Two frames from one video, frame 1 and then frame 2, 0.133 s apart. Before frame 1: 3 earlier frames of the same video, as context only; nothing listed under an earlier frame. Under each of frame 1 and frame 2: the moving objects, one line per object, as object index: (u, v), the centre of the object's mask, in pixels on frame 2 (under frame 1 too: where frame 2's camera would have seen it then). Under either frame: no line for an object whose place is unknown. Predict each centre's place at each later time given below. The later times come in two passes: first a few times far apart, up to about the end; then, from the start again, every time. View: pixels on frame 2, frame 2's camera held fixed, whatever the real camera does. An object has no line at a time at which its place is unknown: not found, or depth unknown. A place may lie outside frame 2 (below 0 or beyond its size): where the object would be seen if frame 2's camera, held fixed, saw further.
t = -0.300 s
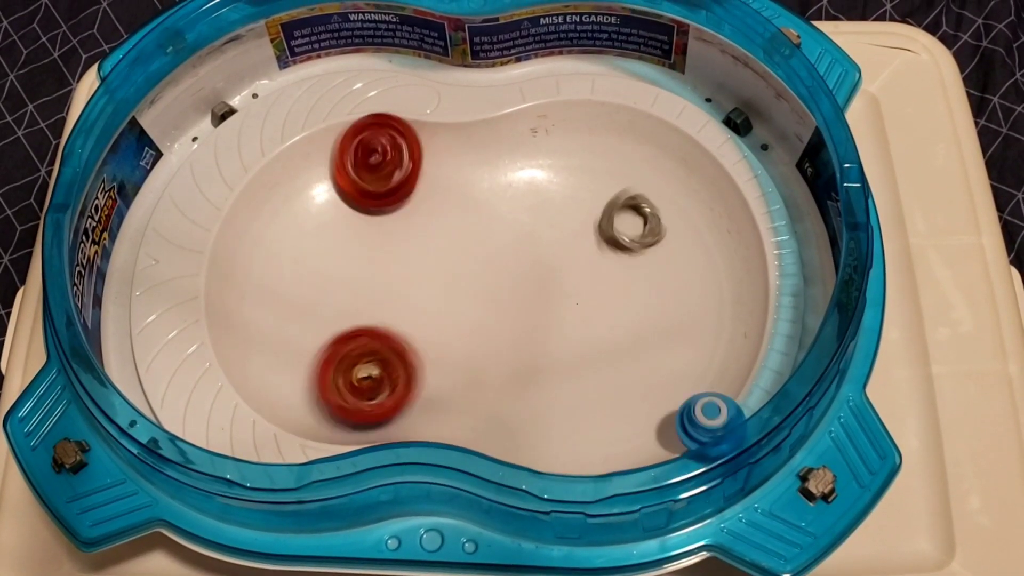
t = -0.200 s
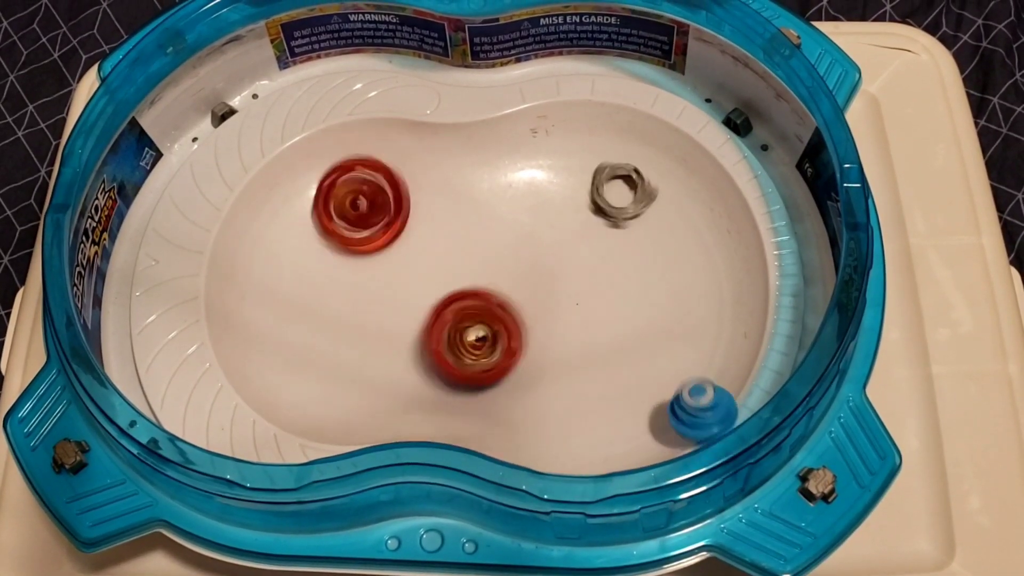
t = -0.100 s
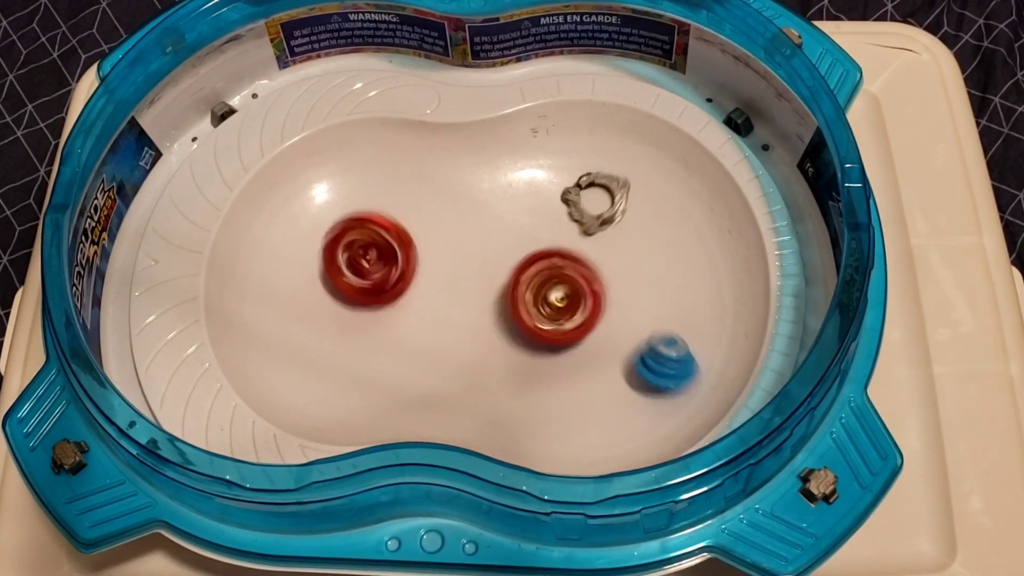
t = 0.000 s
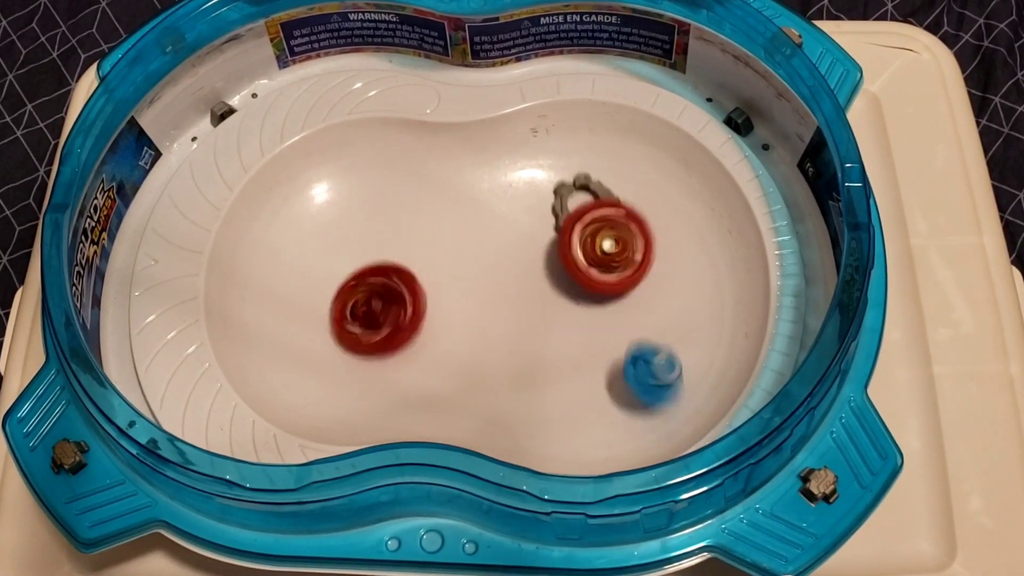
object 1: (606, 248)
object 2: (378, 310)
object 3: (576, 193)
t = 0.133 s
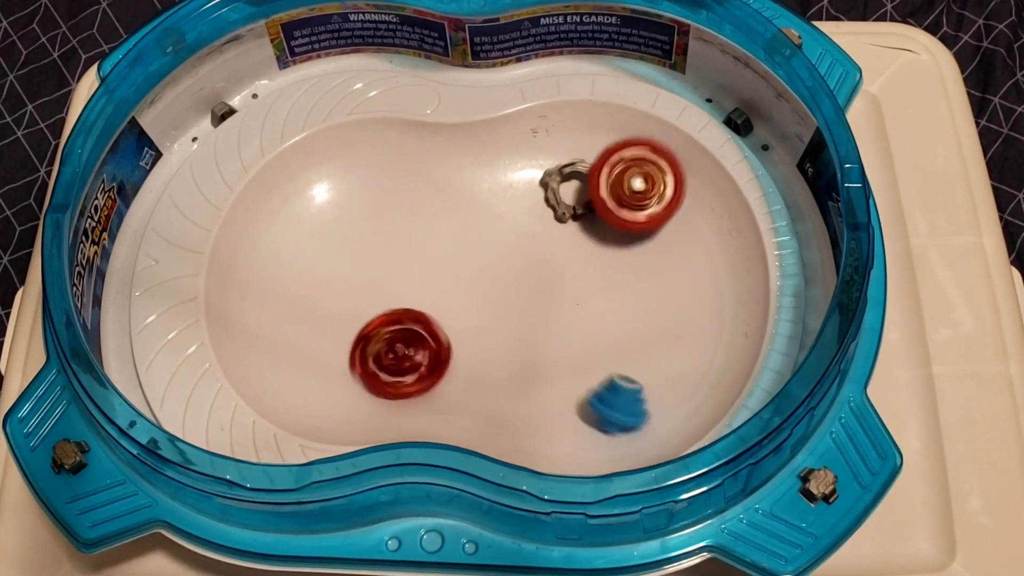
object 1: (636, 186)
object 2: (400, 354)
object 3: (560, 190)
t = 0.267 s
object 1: (616, 149)
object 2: (430, 344)
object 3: (569, 210)
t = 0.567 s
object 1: (577, 267)
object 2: (432, 343)
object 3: (527, 313)
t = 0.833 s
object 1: (626, 367)
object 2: (424, 341)
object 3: (503, 323)
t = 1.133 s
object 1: (601, 339)
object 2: (425, 341)
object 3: (503, 323)
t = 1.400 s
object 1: (537, 263)
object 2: (420, 341)
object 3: (479, 311)
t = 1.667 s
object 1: (516, 212)
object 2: (420, 342)
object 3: (485, 297)
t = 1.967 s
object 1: (550, 279)
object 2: (413, 346)
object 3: (474, 296)
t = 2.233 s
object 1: (635, 341)
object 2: (413, 346)
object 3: (476, 296)
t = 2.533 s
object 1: (621, 313)
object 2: (413, 346)
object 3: (476, 296)
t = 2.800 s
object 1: (533, 258)
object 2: (414, 346)
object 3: (474, 298)
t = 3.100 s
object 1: (452, 211)
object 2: (413, 346)
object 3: (476, 296)
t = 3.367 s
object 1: (418, 209)
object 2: (412, 350)
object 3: (475, 297)
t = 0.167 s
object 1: (638, 173)
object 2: (408, 356)
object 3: (563, 202)
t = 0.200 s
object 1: (635, 161)
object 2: (416, 353)
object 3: (568, 199)
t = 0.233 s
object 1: (627, 154)
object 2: (423, 348)
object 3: (569, 205)
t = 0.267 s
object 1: (616, 149)
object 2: (430, 344)
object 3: (569, 210)
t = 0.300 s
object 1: (604, 150)
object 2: (432, 343)
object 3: (571, 217)
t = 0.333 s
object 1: (594, 158)
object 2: (432, 343)
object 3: (571, 223)
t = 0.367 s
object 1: (586, 169)
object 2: (431, 342)
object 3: (565, 235)
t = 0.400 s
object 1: (583, 180)
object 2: (432, 342)
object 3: (559, 246)
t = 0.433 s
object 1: (579, 195)
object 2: (432, 342)
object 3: (551, 261)
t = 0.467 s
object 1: (577, 212)
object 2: (432, 343)
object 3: (545, 275)
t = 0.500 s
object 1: (576, 229)
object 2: (432, 342)
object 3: (540, 292)
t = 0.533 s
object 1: (575, 248)
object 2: (432, 342)
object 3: (535, 300)
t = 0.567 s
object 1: (577, 267)
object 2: (432, 343)
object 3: (527, 313)
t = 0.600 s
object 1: (579, 284)
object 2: (432, 343)
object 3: (521, 321)
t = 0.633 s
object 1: (589, 301)
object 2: (432, 342)
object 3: (514, 319)
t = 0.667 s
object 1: (595, 317)
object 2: (430, 342)
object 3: (506, 322)
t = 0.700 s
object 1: (602, 330)
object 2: (426, 342)
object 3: (502, 324)
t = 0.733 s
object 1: (609, 343)
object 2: (424, 341)
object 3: (502, 323)
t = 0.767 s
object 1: (615, 353)
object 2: (424, 341)
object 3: (503, 323)
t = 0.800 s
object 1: (622, 361)
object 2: (424, 341)
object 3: (503, 323)
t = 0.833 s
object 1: (626, 367)
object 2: (424, 341)
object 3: (503, 323)
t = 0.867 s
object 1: (630, 371)
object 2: (425, 341)
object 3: (503, 323)
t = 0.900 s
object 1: (633, 372)
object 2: (424, 341)
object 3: (503, 323)
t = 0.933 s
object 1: (633, 373)
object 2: (425, 341)
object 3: (503, 323)
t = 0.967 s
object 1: (634, 370)
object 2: (424, 341)
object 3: (503, 323)
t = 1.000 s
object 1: (632, 367)
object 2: (425, 341)
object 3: (503, 323)
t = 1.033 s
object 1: (625, 361)
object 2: (424, 341)
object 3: (503, 323)
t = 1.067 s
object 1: (620, 355)
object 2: (424, 341)
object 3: (503, 323)
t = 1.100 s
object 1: (611, 347)
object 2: (424, 341)
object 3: (503, 323)
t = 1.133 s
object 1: (601, 339)
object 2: (425, 341)
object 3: (503, 323)
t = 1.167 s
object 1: (590, 330)
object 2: (424, 341)
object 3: (503, 323)
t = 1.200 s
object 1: (580, 320)
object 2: (424, 341)
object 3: (501, 323)
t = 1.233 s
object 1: (568, 311)
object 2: (424, 341)
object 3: (499, 324)
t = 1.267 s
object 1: (559, 302)
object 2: (424, 341)
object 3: (494, 321)
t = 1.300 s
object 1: (550, 294)
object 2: (423, 341)
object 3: (488, 321)
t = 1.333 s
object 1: (545, 285)
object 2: (421, 341)
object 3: (481, 315)
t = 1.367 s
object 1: (540, 274)
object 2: (420, 341)
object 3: (479, 313)
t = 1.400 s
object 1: (537, 263)
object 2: (420, 341)
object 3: (479, 311)
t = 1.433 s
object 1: (536, 254)
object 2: (419, 341)
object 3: (483, 300)
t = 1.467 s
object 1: (533, 244)
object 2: (420, 342)
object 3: (484, 299)
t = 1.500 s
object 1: (531, 235)
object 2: (420, 342)
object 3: (485, 298)
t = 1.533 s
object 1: (527, 227)
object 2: (420, 342)
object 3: (485, 297)
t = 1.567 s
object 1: (524, 221)
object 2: (420, 342)
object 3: (485, 297)
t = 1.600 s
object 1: (522, 217)
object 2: (420, 342)
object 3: (485, 297)
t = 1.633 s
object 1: (518, 213)
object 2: (420, 342)
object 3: (485, 297)
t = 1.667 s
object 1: (516, 212)
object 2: (420, 342)
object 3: (485, 297)
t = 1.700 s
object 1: (513, 214)
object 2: (420, 342)
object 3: (485, 297)
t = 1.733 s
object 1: (513, 216)
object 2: (420, 342)
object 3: (485, 297)
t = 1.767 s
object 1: (513, 223)
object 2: (420, 342)
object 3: (485, 298)
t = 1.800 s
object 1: (512, 229)
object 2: (420, 342)
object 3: (485, 299)
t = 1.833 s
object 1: (514, 237)
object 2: (420, 342)
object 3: (483, 301)
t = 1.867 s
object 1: (518, 247)
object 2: (419, 342)
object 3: (478, 307)
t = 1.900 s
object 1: (531, 257)
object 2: (415, 346)
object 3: (473, 299)
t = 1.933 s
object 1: (539, 269)
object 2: (413, 346)
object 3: (471, 298)
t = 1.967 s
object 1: (550, 279)
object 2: (413, 346)
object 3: (474, 296)
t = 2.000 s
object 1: (561, 292)
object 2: (414, 346)
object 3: (475, 296)
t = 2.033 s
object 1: (572, 302)
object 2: (414, 346)
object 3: (475, 296)
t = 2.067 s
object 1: (585, 313)
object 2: (413, 346)
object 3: (475, 296)
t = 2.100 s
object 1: (595, 321)
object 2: (413, 346)
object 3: (476, 296)
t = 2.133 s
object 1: (607, 329)
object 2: (413, 346)
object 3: (476, 296)
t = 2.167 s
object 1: (618, 334)
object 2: (414, 346)
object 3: (476, 296)
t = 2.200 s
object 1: (626, 338)
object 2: (414, 346)
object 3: (476, 296)
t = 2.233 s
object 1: (635, 341)
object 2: (413, 346)
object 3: (476, 296)
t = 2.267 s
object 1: (640, 342)
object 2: (413, 346)
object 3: (476, 296)
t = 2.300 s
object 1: (646, 342)
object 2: (413, 346)
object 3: (476, 296)
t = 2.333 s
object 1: (648, 341)
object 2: (414, 346)
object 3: (476, 296)
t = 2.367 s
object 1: (649, 337)
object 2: (414, 346)
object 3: (476, 296)
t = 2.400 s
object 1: (648, 334)
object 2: (413, 346)
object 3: (476, 296)
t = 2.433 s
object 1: (642, 331)
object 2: (413, 346)
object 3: (476, 296)
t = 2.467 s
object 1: (638, 324)
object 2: (413, 346)
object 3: (476, 296)
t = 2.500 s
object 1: (630, 320)
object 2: (414, 346)
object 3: (476, 296)
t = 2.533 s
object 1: (621, 313)
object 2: (413, 346)
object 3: (476, 296)
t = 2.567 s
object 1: (610, 307)
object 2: (413, 346)
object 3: (476, 296)
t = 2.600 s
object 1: (599, 300)
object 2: (413, 346)
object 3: (476, 296)
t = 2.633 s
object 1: (587, 292)
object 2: (413, 346)
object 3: (476, 296)
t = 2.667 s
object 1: (576, 286)
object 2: (414, 347)
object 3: (476, 296)
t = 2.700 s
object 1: (564, 280)
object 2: (413, 346)
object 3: (476, 296)
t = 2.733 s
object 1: (553, 273)
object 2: (413, 346)
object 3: (476, 296)
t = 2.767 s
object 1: (543, 266)
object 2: (413, 346)
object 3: (476, 297)
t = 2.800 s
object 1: (533, 258)
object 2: (414, 346)
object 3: (474, 298)
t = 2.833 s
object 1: (525, 250)
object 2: (413, 346)
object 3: (475, 298)
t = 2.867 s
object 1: (515, 244)
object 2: (413, 346)
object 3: (474, 299)
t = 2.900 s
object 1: (506, 235)
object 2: (413, 346)
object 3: (475, 299)
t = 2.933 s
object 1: (496, 229)
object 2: (414, 346)
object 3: (476, 298)
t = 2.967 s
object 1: (488, 223)
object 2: (413, 346)
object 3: (476, 297)
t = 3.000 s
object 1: (478, 218)
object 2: (413, 346)
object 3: (476, 298)
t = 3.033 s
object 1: (470, 214)
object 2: (413, 346)
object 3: (476, 297)
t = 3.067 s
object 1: (460, 212)
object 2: (413, 346)
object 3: (476, 296)
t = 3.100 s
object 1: (452, 211)
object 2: (413, 346)
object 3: (476, 296)
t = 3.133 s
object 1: (444, 211)
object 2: (413, 346)
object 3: (476, 296)
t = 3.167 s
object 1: (439, 211)
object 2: (413, 347)
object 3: (476, 296)
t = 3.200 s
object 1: (435, 211)
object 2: (413, 349)
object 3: (476, 296)
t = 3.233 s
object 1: (431, 211)
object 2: (413, 349)
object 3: (475, 296)
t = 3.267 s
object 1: (427, 211)
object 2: (412, 349)
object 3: (475, 296)
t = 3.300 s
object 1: (424, 210)
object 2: (412, 350)
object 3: (475, 297)
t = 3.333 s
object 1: (421, 209)
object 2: (412, 350)
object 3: (475, 296)
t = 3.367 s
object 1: (418, 209)
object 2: (412, 350)
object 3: (475, 297)
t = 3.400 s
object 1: (416, 211)
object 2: (412, 350)
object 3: (476, 297)
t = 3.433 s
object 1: (416, 212)
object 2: (412, 351)
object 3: (476, 297)
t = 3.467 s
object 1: (415, 211)
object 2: (412, 353)
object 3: (476, 297)
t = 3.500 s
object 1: (420, 209)
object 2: (411, 356)
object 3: (476, 297)
